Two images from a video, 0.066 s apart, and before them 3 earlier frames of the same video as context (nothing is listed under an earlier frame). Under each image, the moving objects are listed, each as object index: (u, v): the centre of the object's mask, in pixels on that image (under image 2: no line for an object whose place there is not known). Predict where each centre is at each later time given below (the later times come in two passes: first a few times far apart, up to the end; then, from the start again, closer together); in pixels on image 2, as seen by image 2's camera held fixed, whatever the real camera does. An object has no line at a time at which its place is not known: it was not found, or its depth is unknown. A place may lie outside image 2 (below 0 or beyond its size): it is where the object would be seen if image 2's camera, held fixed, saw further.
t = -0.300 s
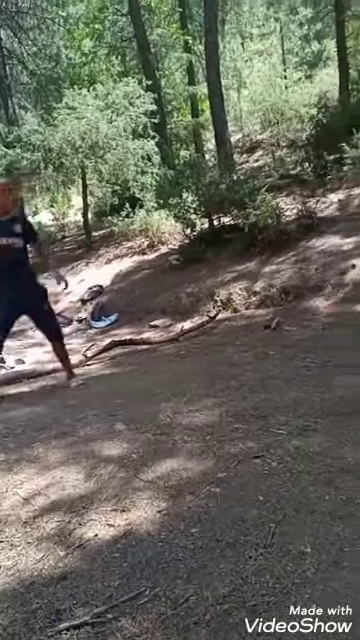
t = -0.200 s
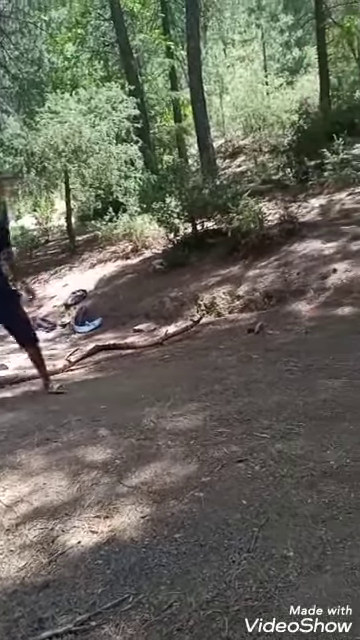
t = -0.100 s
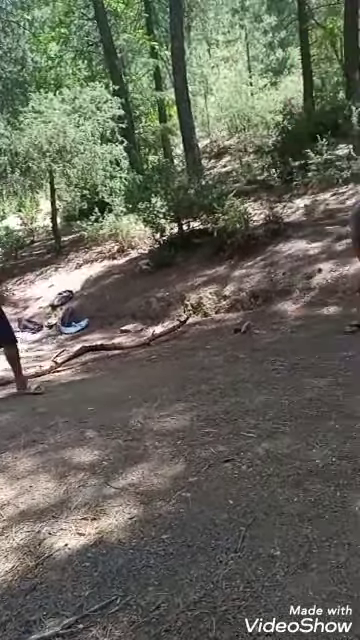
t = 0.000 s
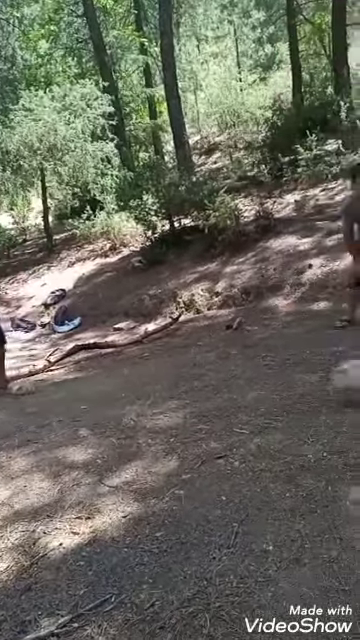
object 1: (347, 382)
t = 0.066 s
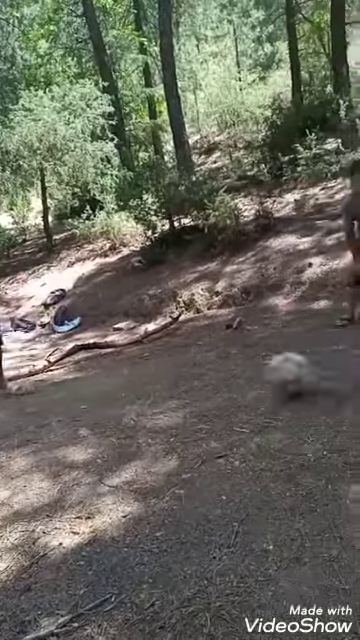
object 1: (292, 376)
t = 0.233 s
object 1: (170, 382)
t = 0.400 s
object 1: (103, 379)
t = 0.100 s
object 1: (262, 376)
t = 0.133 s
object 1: (234, 375)
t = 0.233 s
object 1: (170, 382)
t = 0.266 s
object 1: (155, 380)
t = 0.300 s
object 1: (140, 379)
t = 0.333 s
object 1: (125, 378)
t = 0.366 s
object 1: (112, 380)
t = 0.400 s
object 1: (103, 379)
